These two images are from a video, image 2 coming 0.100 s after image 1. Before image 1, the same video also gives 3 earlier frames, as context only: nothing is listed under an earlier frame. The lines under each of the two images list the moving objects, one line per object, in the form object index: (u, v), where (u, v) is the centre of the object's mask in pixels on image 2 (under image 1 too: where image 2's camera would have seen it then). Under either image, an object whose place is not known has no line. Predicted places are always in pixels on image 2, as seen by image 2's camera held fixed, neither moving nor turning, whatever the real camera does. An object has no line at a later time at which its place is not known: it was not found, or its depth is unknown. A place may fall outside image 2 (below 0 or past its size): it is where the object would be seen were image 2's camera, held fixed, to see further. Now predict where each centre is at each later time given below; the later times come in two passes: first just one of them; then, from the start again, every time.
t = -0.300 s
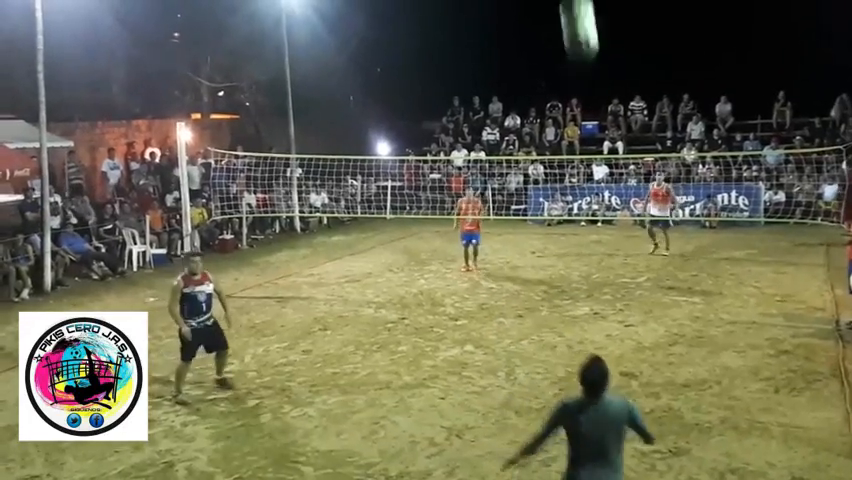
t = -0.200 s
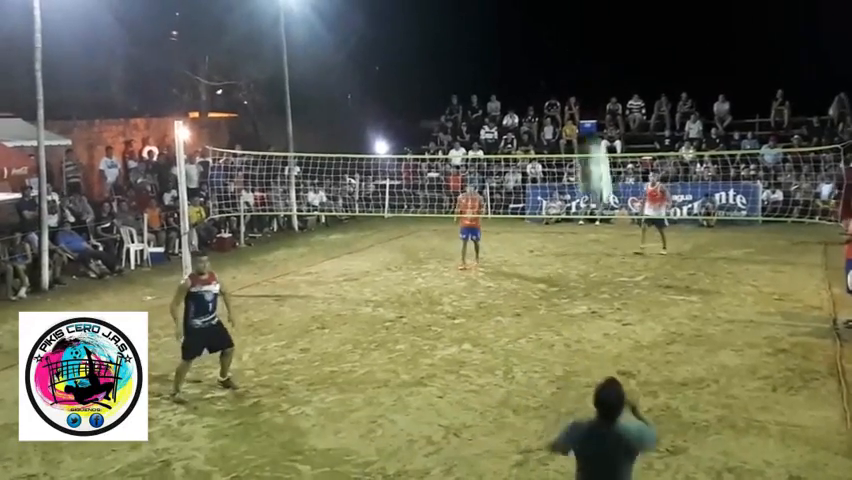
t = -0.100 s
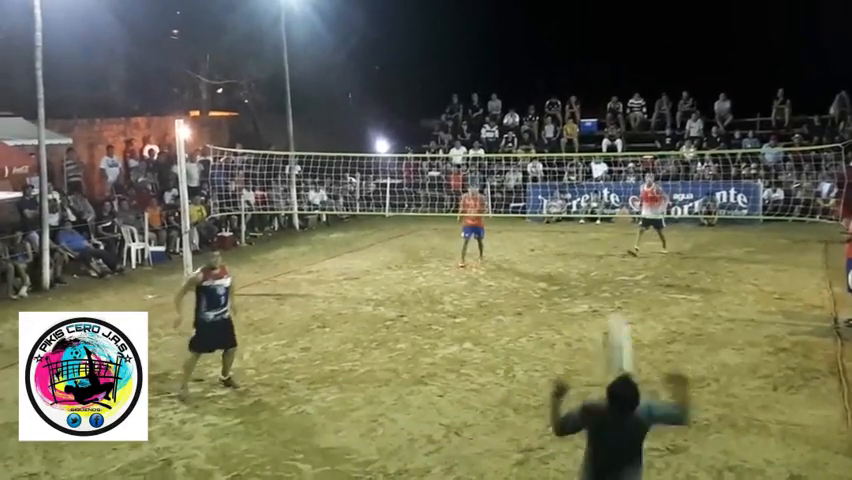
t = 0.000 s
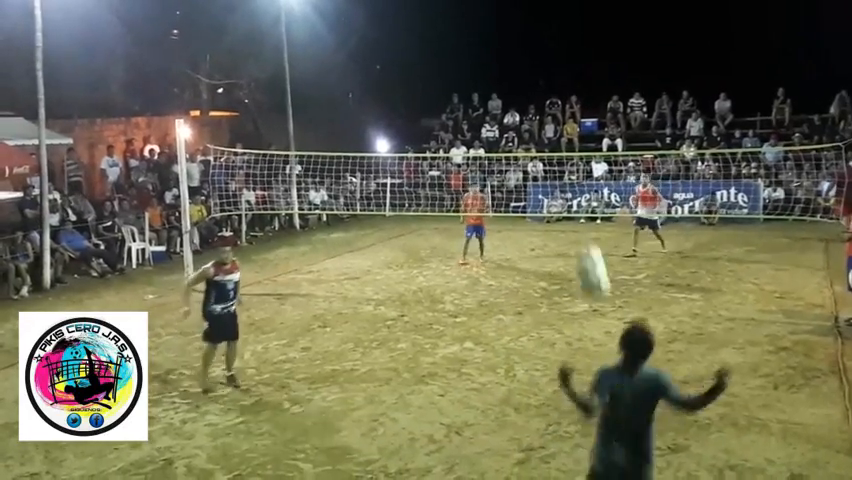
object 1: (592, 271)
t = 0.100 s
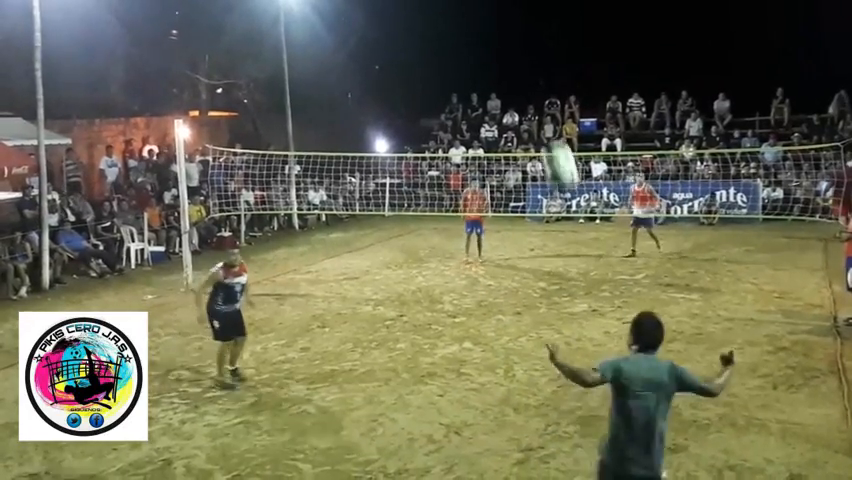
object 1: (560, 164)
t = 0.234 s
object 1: (524, 64)
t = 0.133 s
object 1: (550, 134)
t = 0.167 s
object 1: (542, 112)
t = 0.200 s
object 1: (533, 86)
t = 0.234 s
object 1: (524, 64)
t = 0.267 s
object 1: (516, 44)
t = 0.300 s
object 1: (509, 27)
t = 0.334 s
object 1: (501, 13)
